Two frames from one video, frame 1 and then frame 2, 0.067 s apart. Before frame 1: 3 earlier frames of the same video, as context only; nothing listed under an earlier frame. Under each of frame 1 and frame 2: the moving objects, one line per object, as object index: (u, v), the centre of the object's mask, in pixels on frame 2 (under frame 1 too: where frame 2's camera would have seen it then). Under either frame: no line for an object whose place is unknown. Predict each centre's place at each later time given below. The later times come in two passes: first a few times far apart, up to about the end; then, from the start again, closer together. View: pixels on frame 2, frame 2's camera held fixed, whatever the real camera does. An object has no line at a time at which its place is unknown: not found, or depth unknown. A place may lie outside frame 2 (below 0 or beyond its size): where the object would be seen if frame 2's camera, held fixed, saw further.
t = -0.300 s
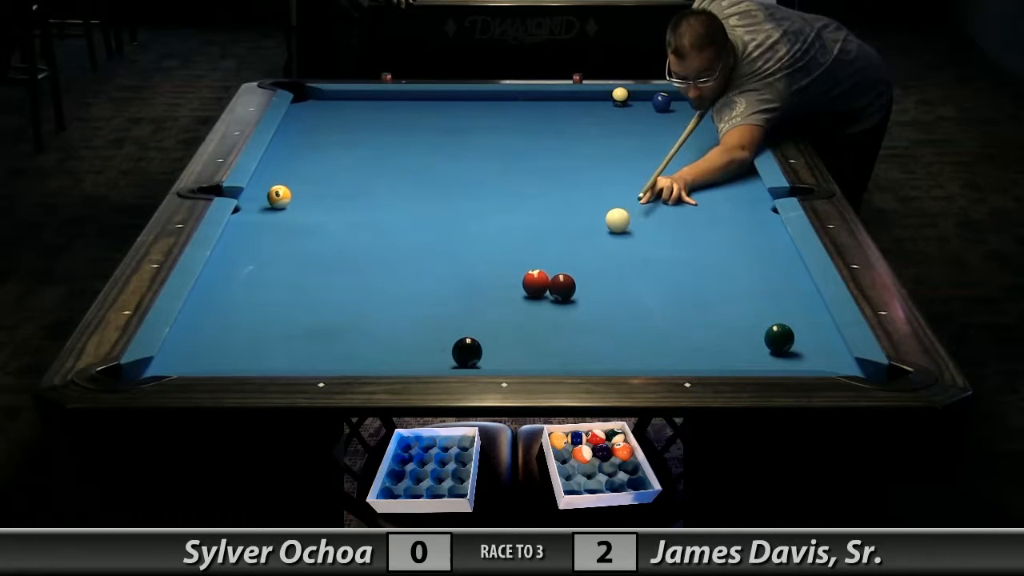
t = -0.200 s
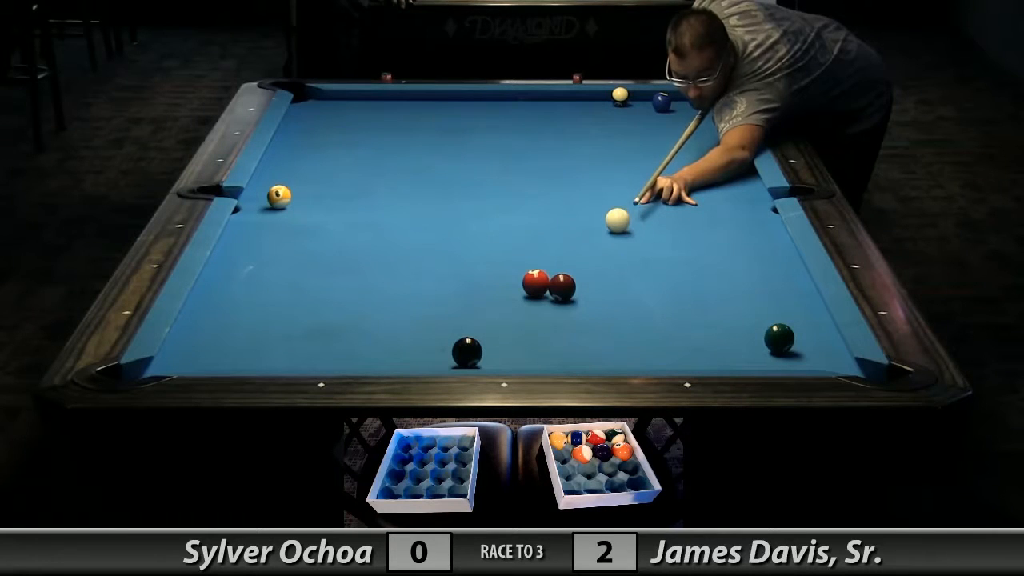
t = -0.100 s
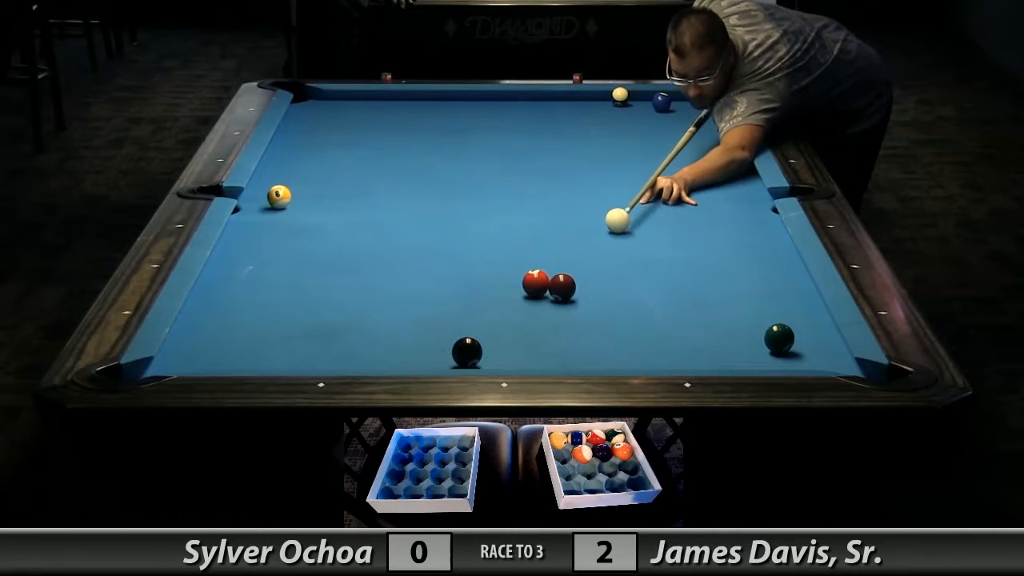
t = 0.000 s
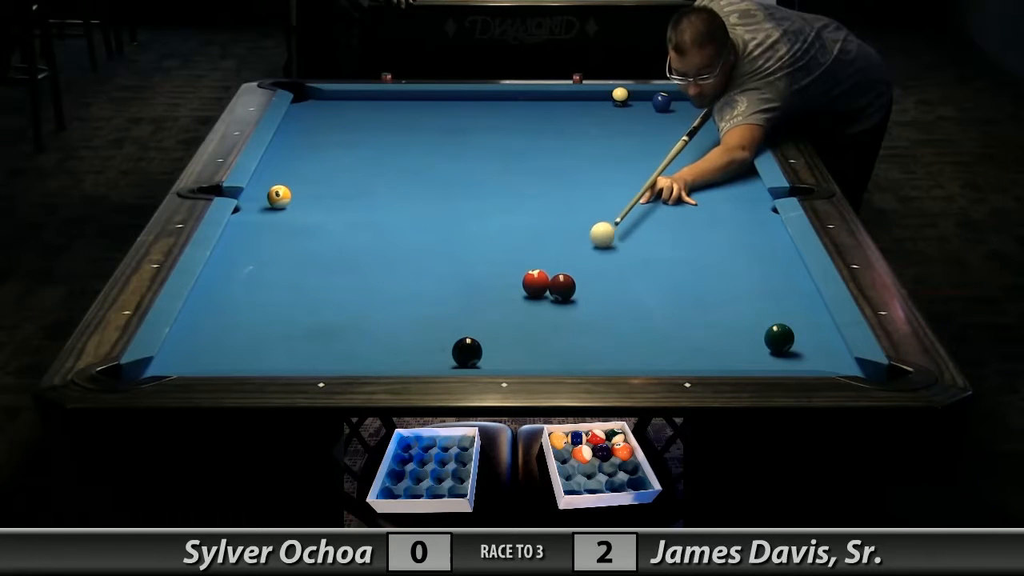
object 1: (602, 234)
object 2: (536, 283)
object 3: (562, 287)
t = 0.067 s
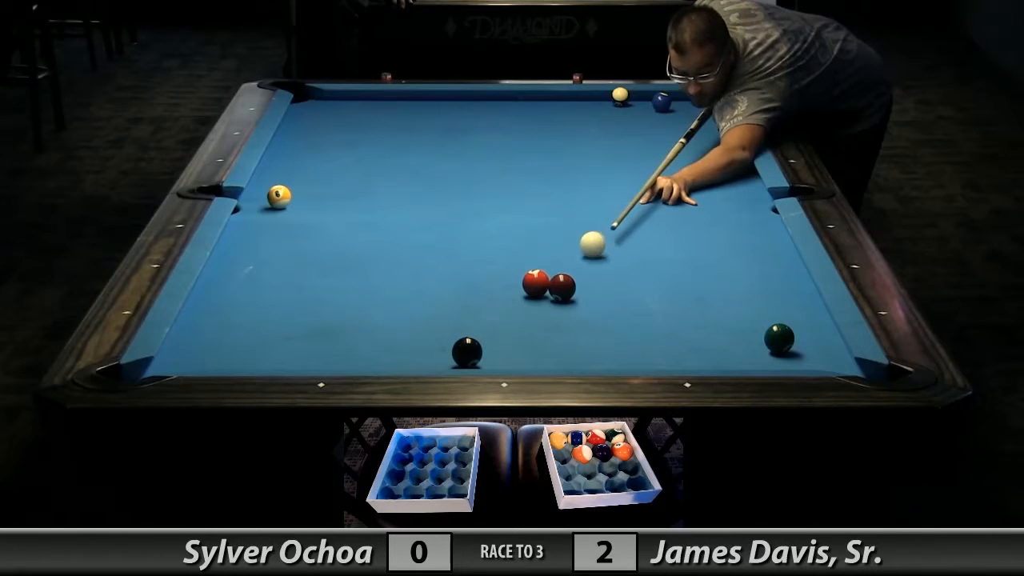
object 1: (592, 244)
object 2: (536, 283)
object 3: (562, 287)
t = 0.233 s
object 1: (567, 266)
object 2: (536, 283)
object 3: (562, 287)
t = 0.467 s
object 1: (582, 282)
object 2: (483, 295)
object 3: (564, 298)
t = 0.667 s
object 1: (600, 290)
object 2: (430, 307)
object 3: (566, 309)
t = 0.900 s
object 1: (622, 297)
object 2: (368, 321)
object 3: (568, 322)
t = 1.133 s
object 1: (643, 304)
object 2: (306, 335)
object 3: (570, 335)
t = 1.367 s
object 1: (662, 311)
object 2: (243, 348)
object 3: (571, 346)
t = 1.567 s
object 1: (678, 317)
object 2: (188, 358)
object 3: (572, 355)
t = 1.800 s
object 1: (695, 322)
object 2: (134, 374)
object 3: (572, 361)
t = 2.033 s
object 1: (711, 327)
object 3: (571, 360)
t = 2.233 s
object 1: (724, 331)
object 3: (570, 358)
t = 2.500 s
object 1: (738, 336)
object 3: (568, 354)
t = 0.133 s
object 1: (582, 254)
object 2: (536, 283)
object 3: (562, 287)
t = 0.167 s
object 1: (577, 259)
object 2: (536, 283)
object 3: (562, 287)
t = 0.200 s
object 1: (572, 263)
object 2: (536, 283)
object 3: (562, 287)
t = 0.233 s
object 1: (567, 266)
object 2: (536, 283)
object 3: (562, 287)
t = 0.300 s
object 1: (559, 272)
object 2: (531, 284)
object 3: (562, 288)
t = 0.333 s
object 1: (567, 273)
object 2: (519, 287)
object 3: (562, 290)
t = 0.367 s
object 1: (572, 276)
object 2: (509, 289)
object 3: (563, 292)
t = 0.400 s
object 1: (576, 278)
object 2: (500, 291)
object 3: (563, 294)
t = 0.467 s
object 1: (582, 282)
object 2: (483, 295)
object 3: (564, 298)
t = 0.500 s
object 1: (585, 284)
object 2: (474, 297)
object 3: (564, 300)
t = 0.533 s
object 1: (588, 285)
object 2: (465, 299)
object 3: (565, 301)
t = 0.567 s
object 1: (591, 287)
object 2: (457, 301)
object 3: (565, 303)
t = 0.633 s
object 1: (597, 289)
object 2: (439, 305)
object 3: (566, 307)
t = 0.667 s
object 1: (600, 290)
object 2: (430, 307)
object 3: (566, 309)
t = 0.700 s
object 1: (603, 291)
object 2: (422, 308)
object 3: (567, 311)
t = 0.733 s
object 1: (606, 292)
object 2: (413, 310)
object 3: (567, 313)
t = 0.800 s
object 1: (613, 294)
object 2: (395, 315)
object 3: (567, 316)
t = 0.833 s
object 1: (616, 295)
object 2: (386, 317)
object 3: (568, 318)
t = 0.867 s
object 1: (619, 296)
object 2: (377, 318)
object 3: (568, 320)
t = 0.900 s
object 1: (622, 297)
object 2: (368, 321)
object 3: (568, 322)
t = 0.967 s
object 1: (628, 299)
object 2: (351, 324)
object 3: (569, 325)
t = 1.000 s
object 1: (631, 301)
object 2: (342, 326)
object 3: (569, 327)
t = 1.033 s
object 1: (634, 301)
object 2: (333, 328)
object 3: (569, 328)
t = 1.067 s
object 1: (637, 302)
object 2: (324, 330)
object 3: (569, 331)
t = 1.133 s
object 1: (643, 304)
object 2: (306, 335)
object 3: (570, 335)
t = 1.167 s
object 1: (646, 305)
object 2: (297, 336)
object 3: (570, 336)
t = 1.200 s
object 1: (648, 306)
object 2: (288, 338)
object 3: (570, 338)
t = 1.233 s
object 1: (651, 307)
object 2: (279, 340)
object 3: (570, 340)
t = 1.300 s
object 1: (657, 309)
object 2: (261, 344)
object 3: (571, 343)
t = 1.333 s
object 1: (660, 310)
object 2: (252, 346)
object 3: (571, 345)
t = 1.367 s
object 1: (662, 311)
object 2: (243, 348)
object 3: (571, 346)
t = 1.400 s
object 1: (665, 312)
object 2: (234, 349)
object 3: (571, 348)
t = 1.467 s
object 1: (670, 314)
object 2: (215, 353)
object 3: (571, 351)
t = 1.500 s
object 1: (673, 315)
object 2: (206, 354)
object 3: (572, 353)
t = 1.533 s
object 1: (676, 316)
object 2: (197, 356)
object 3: (572, 354)
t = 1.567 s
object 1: (678, 317)
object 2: (188, 358)
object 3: (572, 355)
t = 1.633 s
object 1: (683, 318)
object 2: (169, 361)
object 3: (572, 357)
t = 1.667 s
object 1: (686, 319)
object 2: (160, 363)
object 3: (572, 358)
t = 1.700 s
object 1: (688, 320)
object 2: (154, 364)
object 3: (572, 359)
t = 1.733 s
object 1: (691, 321)
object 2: (150, 366)
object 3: (572, 360)
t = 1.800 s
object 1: (695, 322)
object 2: (134, 374)
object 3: (572, 361)
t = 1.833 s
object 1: (698, 323)
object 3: (572, 362)
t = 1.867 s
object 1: (700, 324)
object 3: (572, 362)
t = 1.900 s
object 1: (702, 325)
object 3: (572, 362)
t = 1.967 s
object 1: (707, 326)
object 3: (572, 361)
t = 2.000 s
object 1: (709, 327)
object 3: (571, 361)
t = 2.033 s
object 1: (711, 327)
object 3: (571, 360)
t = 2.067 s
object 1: (713, 328)
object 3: (571, 360)
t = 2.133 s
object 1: (718, 329)
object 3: (571, 359)
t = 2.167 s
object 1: (720, 330)
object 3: (570, 359)
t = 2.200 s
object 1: (722, 331)
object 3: (570, 358)
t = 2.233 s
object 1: (724, 331)
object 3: (570, 358)
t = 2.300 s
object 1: (727, 333)
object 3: (569, 357)
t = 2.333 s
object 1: (729, 333)
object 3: (569, 356)
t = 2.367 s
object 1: (731, 334)
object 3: (569, 356)
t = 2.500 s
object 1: (738, 336)
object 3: (568, 354)
